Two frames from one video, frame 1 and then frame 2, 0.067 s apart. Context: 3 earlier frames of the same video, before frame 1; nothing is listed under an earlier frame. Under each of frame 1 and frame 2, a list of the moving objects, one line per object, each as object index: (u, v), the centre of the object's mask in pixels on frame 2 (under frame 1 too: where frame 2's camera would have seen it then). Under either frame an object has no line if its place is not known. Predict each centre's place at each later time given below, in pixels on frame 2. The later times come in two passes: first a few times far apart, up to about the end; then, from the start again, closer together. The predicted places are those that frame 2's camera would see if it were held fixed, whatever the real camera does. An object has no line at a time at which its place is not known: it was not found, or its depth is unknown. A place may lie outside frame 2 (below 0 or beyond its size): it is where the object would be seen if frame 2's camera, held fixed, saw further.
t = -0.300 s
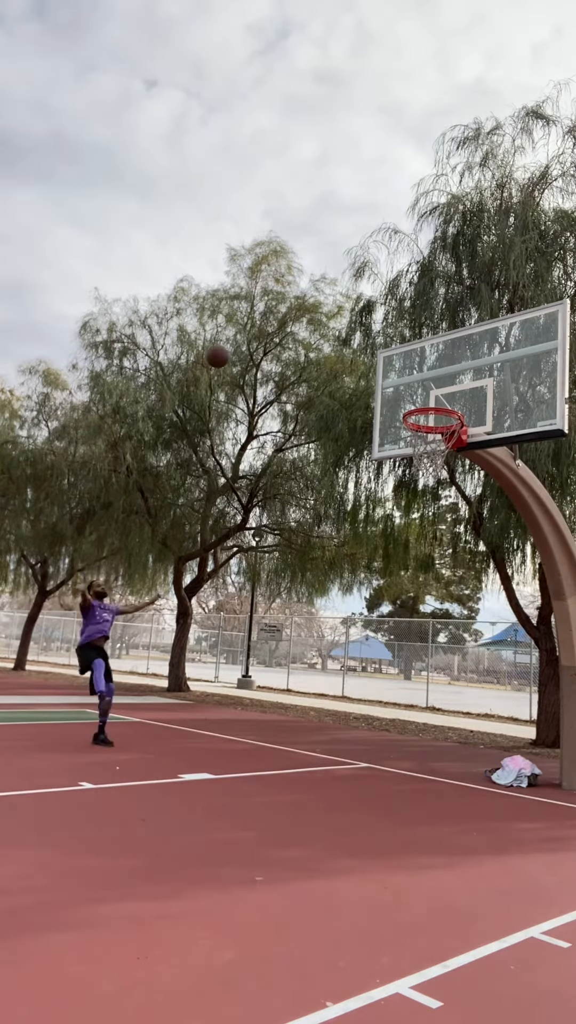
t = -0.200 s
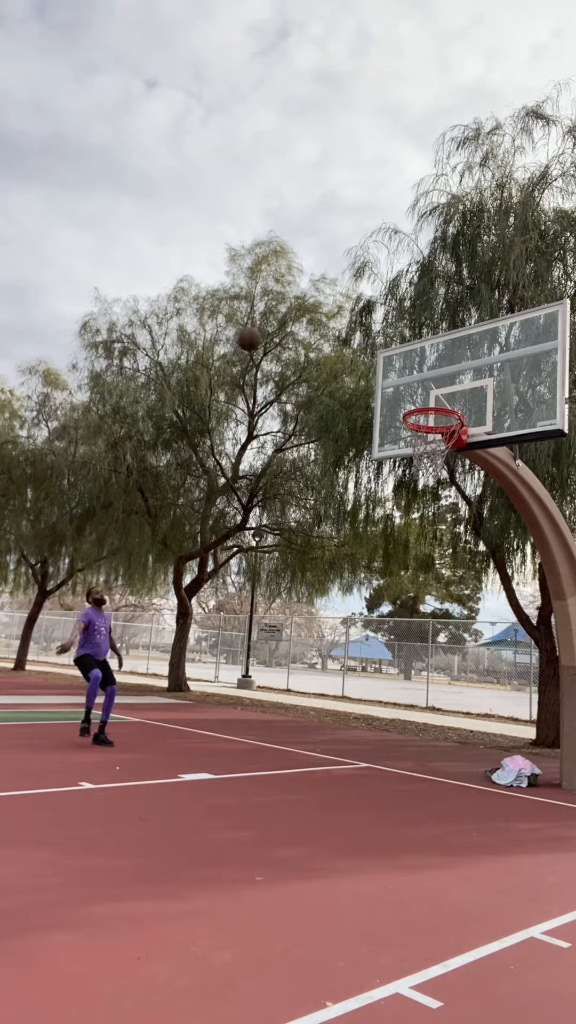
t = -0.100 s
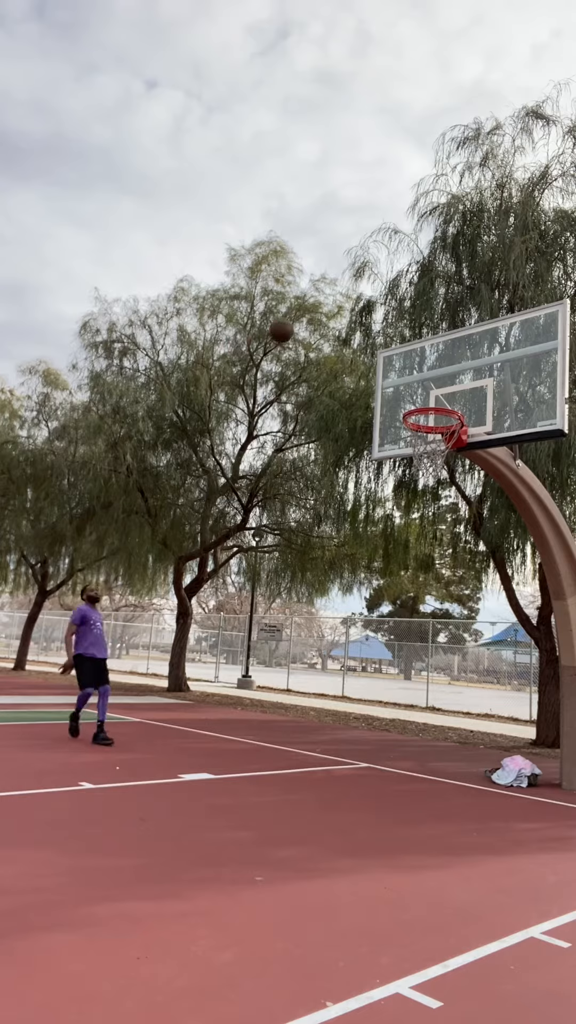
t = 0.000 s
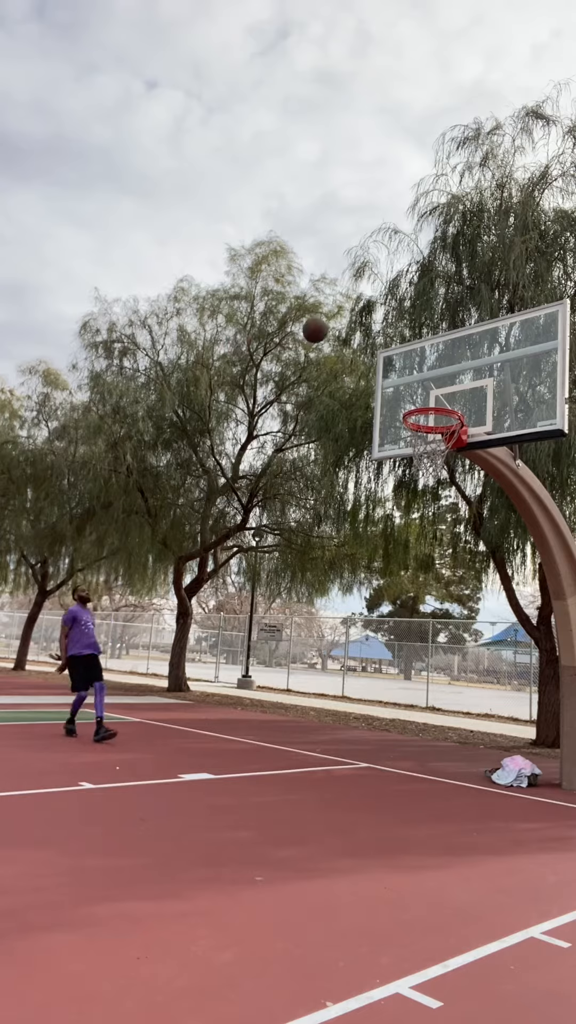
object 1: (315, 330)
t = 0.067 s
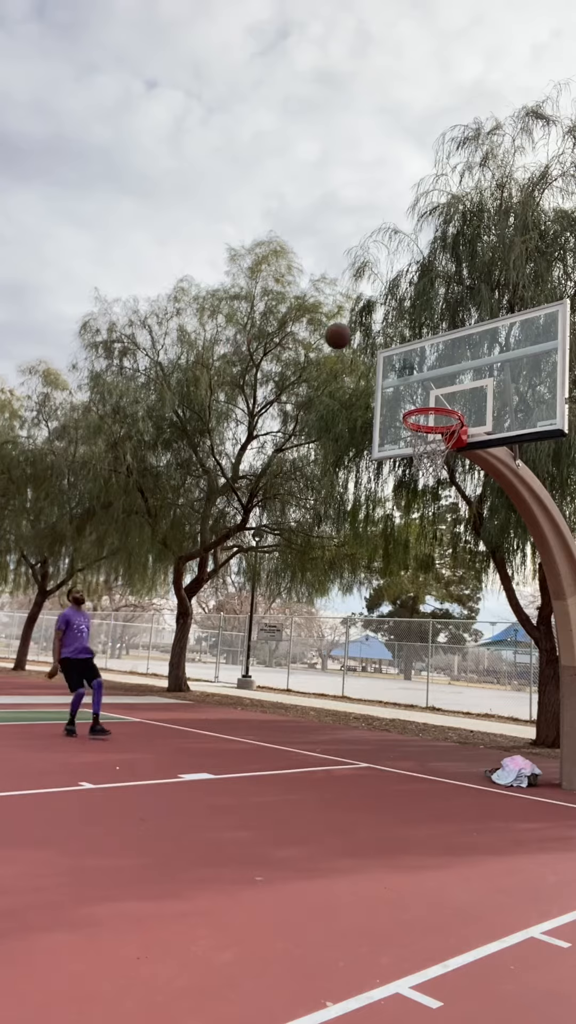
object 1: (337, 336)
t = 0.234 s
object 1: (396, 372)
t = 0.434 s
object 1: (430, 455)
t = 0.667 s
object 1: (372, 574)
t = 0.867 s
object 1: (318, 744)
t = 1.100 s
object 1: (263, 666)
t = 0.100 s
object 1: (349, 340)
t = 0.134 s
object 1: (361, 346)
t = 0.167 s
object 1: (372, 354)
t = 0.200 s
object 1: (385, 362)
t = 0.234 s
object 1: (396, 372)
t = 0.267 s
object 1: (410, 384)
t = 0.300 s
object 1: (423, 396)
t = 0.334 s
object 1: (436, 407)
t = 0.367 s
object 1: (446, 428)
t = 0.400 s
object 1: (440, 440)
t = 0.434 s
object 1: (430, 455)
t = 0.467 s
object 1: (421, 468)
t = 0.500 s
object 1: (412, 482)
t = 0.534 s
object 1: (405, 498)
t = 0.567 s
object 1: (396, 515)
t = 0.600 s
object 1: (389, 533)
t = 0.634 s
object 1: (381, 553)
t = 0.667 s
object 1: (372, 574)
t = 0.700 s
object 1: (363, 597)
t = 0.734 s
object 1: (355, 622)
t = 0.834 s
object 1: (328, 708)
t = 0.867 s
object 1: (318, 744)
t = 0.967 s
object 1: (292, 756)
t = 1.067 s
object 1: (270, 685)
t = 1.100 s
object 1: (263, 666)
